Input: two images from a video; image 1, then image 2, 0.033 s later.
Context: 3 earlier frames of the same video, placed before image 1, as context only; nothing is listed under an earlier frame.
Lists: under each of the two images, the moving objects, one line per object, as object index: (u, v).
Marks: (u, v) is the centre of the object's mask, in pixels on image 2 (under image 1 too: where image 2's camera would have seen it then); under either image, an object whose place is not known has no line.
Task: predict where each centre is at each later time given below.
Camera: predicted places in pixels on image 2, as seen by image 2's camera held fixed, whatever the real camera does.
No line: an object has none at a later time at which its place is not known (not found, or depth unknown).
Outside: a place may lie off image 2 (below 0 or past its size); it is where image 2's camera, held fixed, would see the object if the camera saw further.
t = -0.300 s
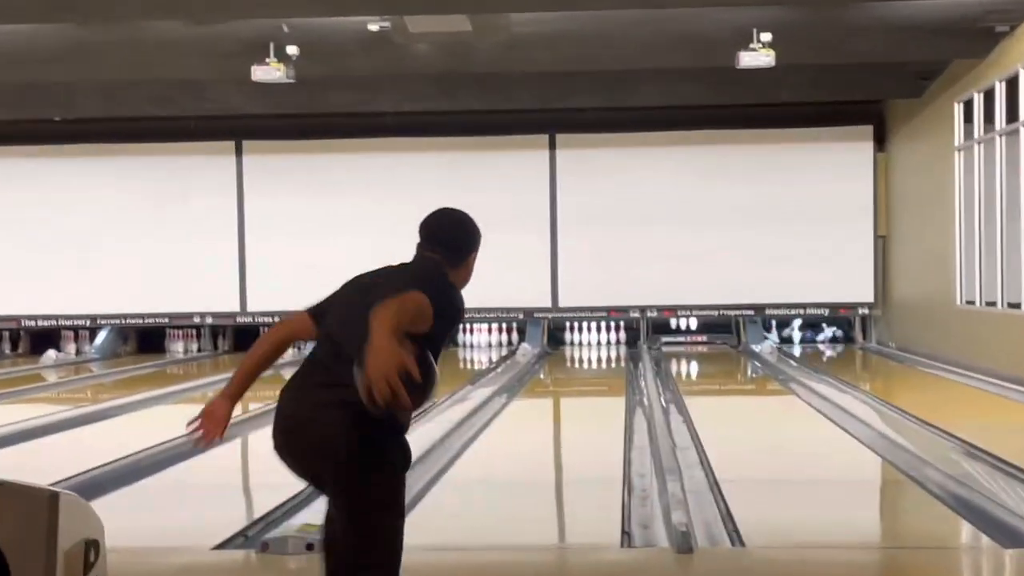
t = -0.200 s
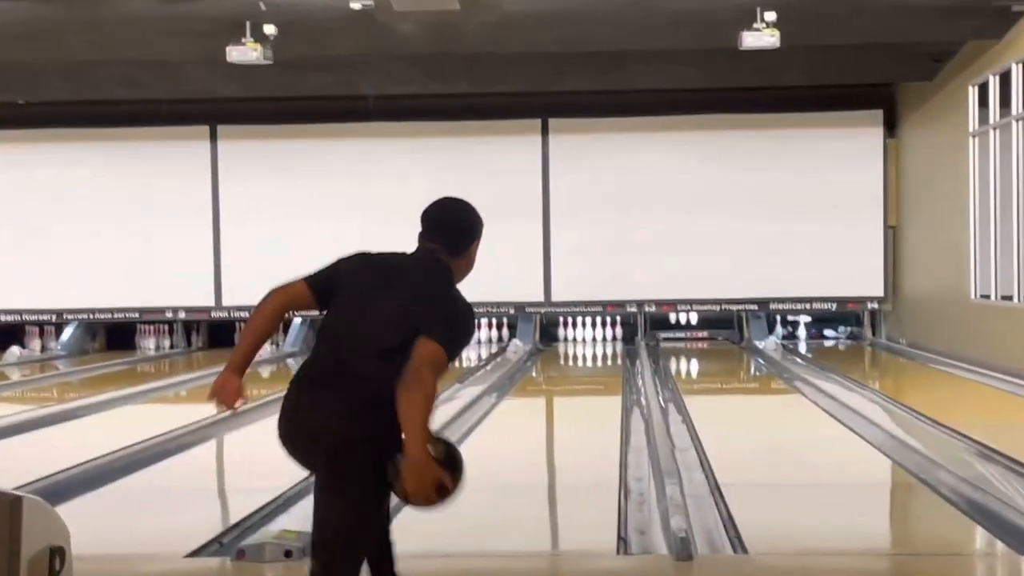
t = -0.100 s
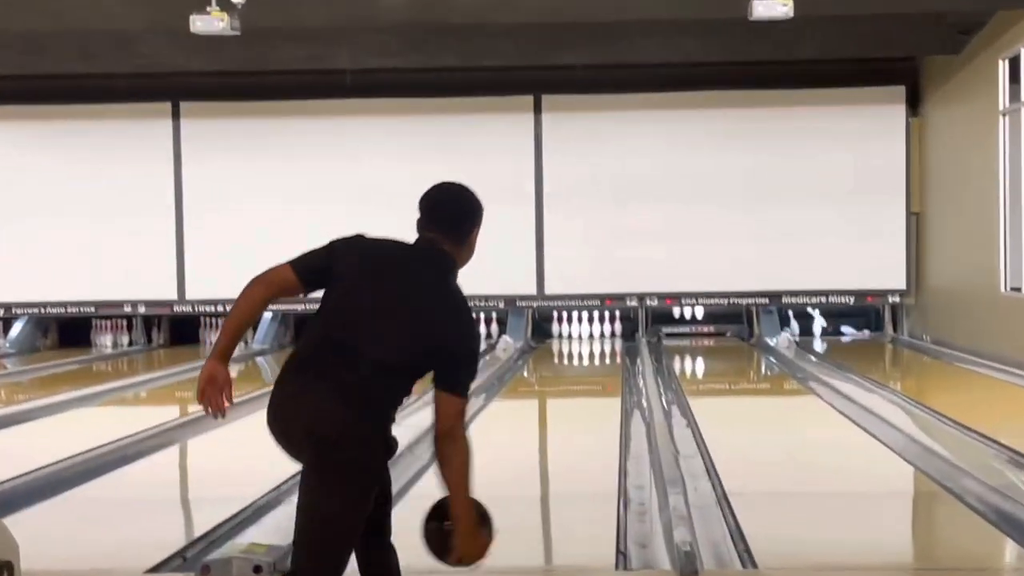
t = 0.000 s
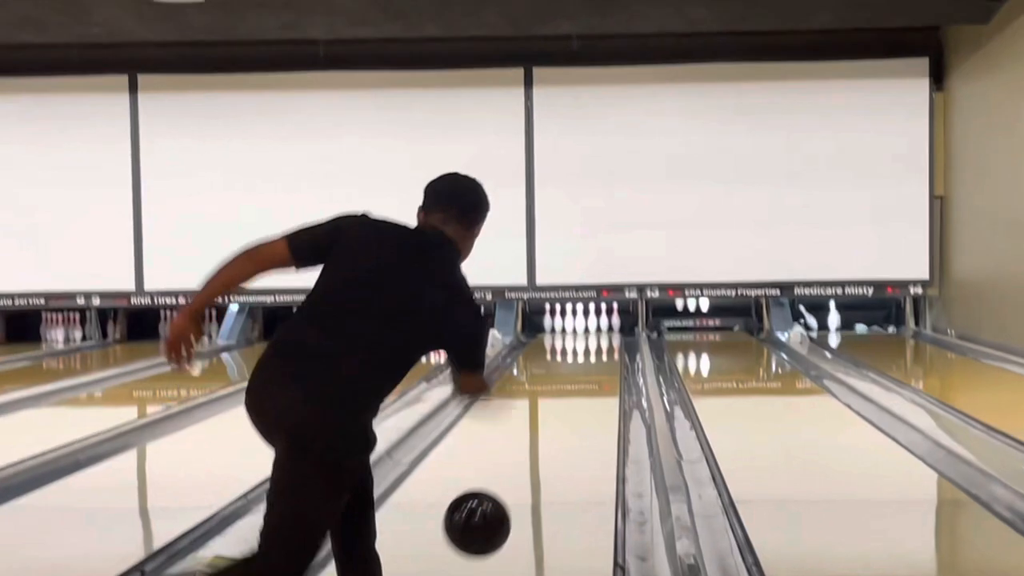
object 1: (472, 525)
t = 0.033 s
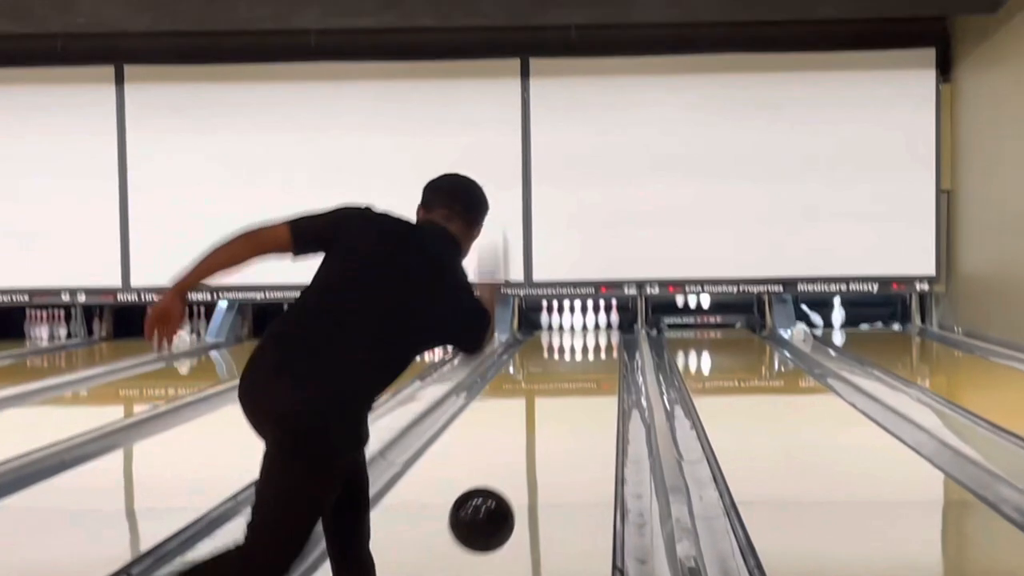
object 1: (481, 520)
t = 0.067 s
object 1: (491, 518)
